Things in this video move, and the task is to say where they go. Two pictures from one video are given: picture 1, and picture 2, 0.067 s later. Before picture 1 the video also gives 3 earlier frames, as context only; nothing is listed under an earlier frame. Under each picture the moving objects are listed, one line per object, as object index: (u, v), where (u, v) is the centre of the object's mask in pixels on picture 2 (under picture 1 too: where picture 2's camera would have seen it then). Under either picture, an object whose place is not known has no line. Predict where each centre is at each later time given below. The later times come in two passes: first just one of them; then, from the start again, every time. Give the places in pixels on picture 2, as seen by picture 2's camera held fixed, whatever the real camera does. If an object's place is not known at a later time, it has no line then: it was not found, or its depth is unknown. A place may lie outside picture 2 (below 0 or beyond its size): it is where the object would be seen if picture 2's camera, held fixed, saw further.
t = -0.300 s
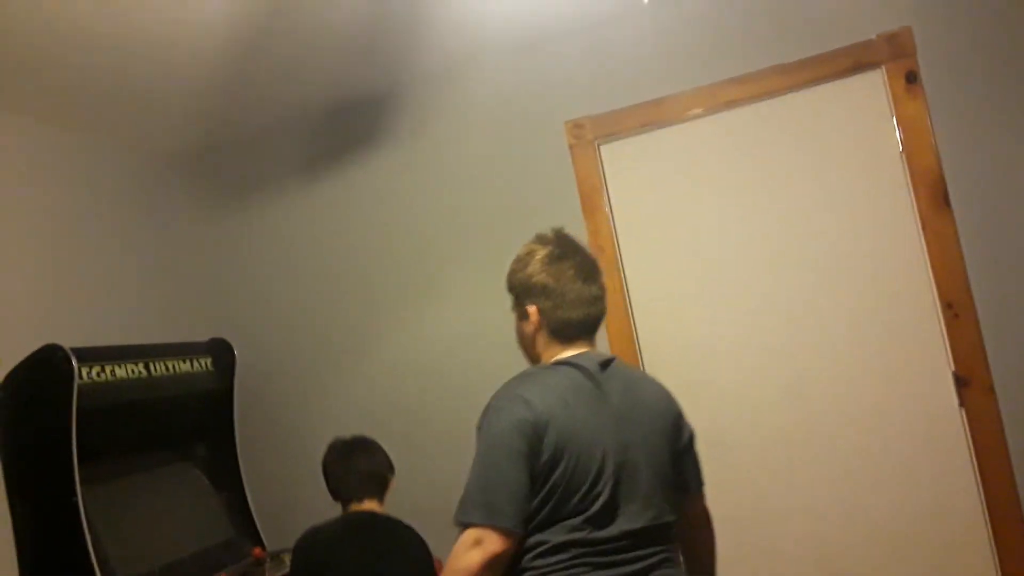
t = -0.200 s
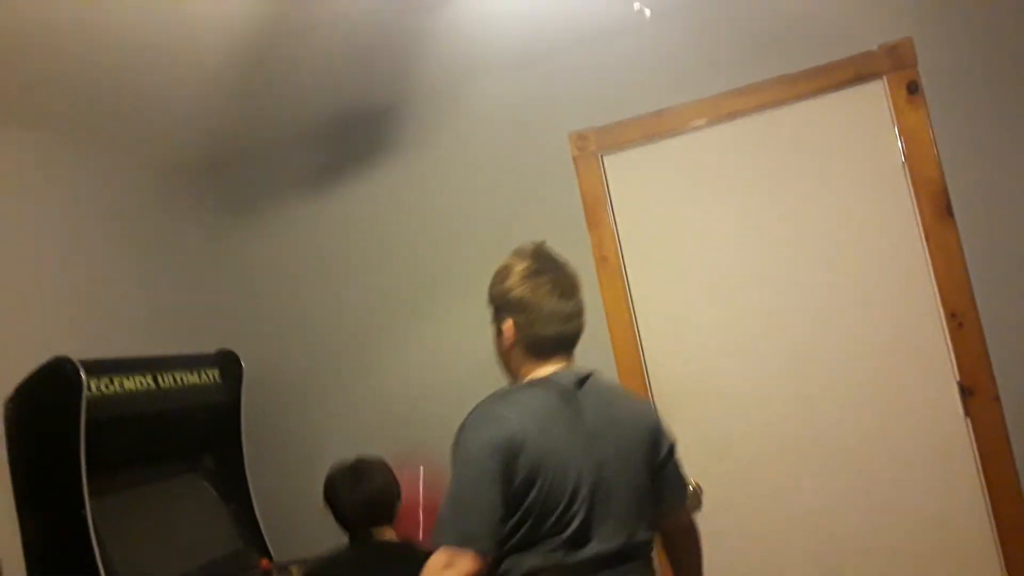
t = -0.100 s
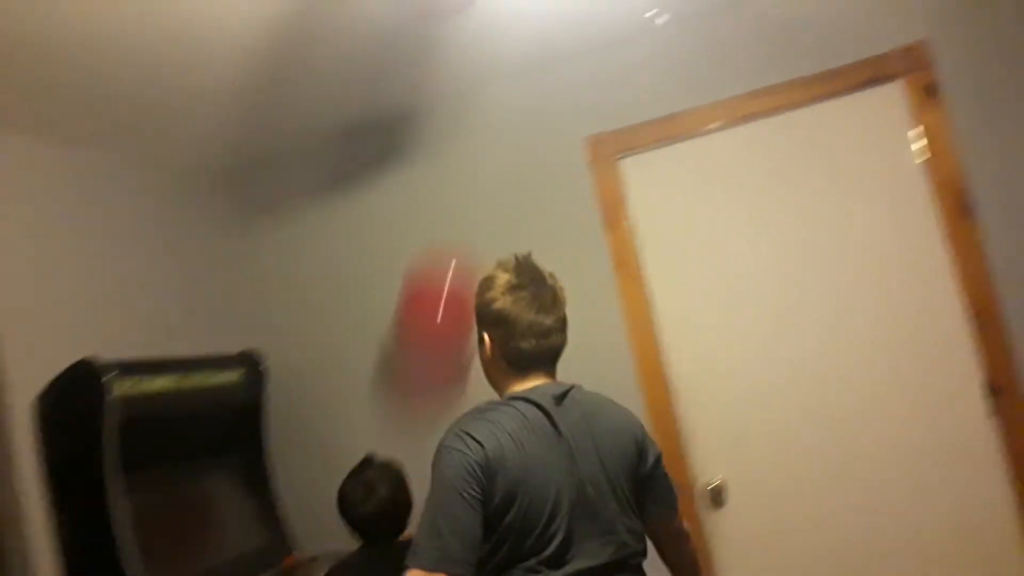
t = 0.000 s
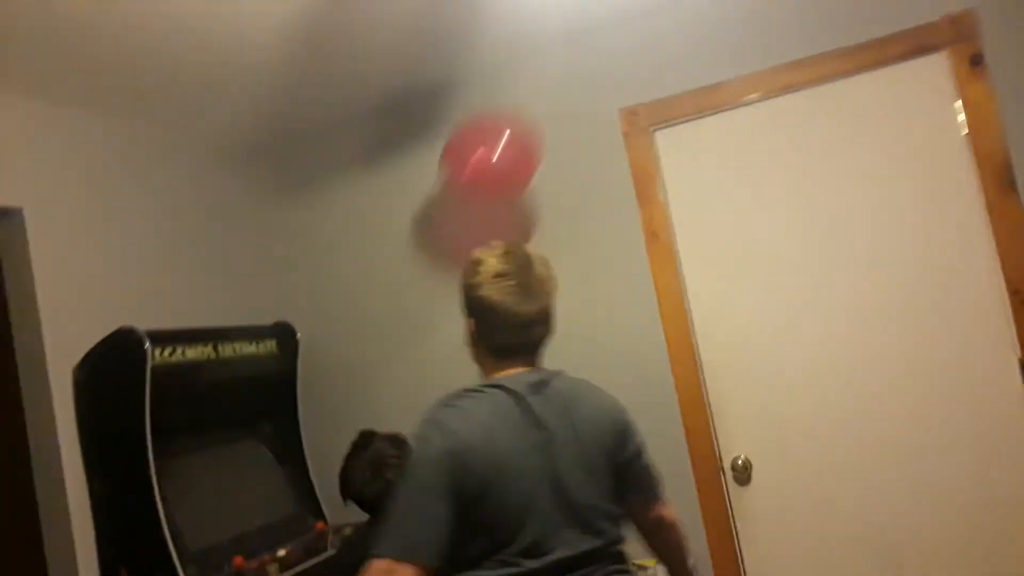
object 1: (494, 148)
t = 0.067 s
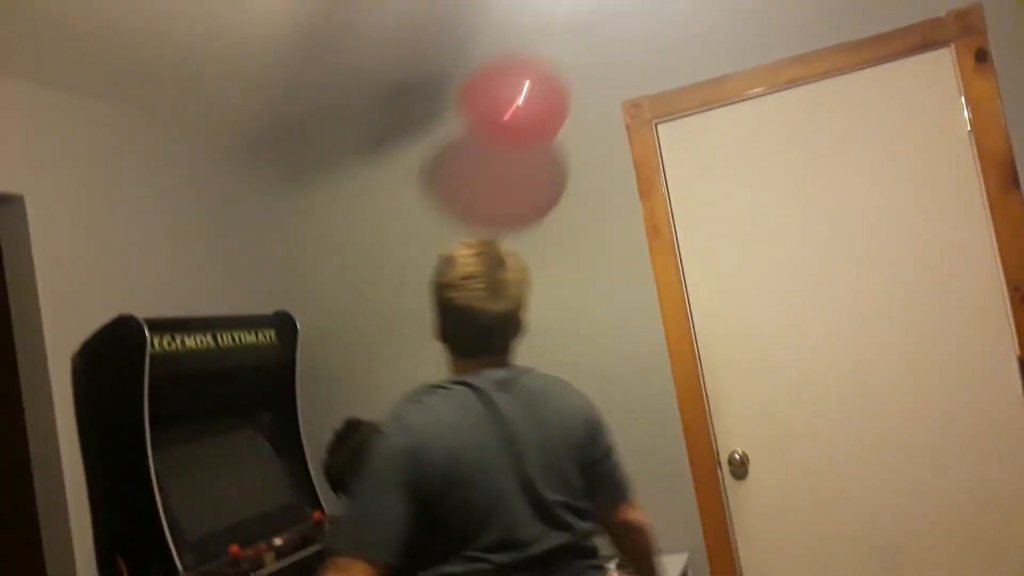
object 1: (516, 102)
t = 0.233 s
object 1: (562, 43)
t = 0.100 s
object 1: (526, 82)
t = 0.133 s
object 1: (534, 66)
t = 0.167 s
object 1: (544, 52)
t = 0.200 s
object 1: (554, 46)
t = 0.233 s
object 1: (562, 43)
